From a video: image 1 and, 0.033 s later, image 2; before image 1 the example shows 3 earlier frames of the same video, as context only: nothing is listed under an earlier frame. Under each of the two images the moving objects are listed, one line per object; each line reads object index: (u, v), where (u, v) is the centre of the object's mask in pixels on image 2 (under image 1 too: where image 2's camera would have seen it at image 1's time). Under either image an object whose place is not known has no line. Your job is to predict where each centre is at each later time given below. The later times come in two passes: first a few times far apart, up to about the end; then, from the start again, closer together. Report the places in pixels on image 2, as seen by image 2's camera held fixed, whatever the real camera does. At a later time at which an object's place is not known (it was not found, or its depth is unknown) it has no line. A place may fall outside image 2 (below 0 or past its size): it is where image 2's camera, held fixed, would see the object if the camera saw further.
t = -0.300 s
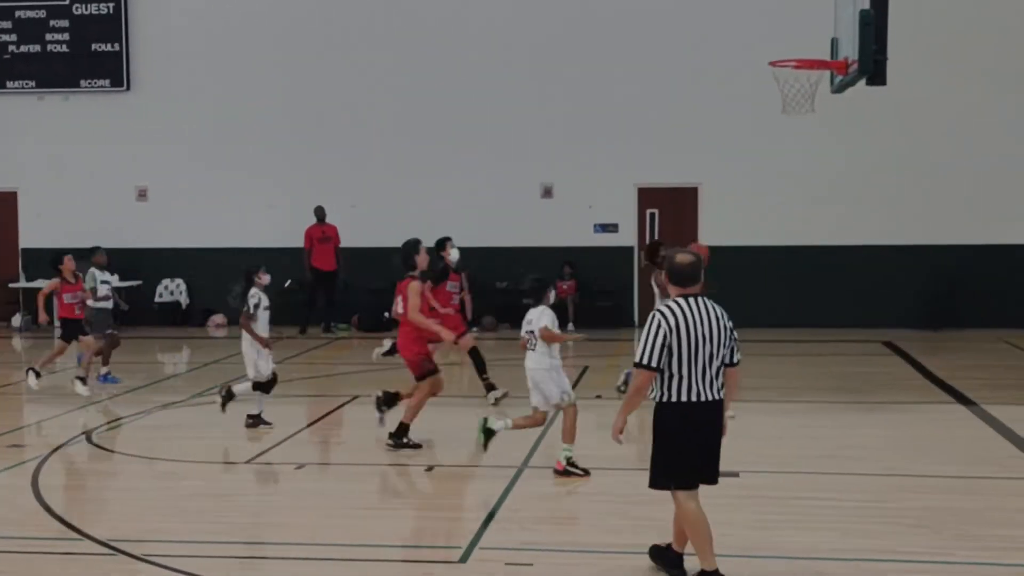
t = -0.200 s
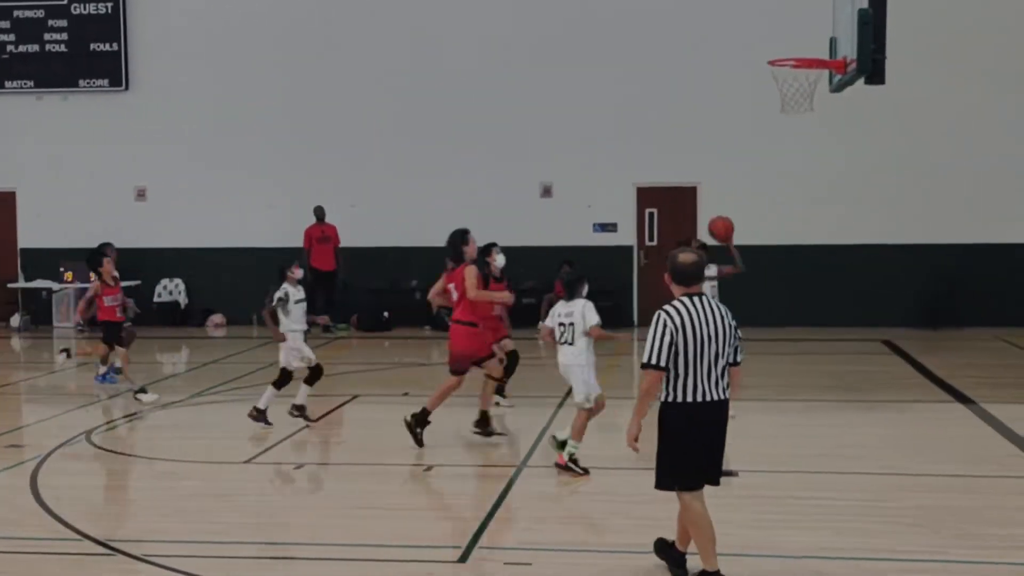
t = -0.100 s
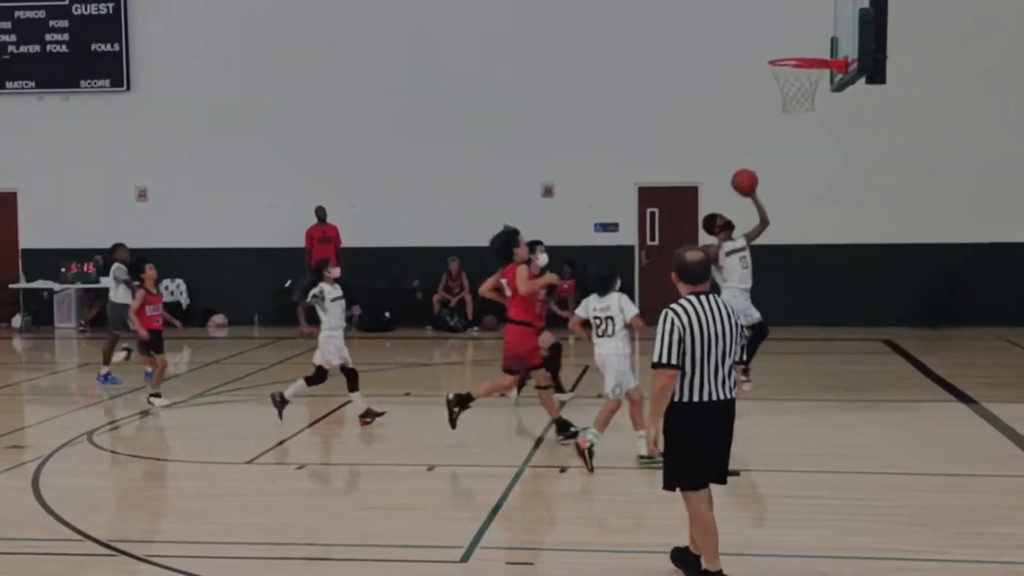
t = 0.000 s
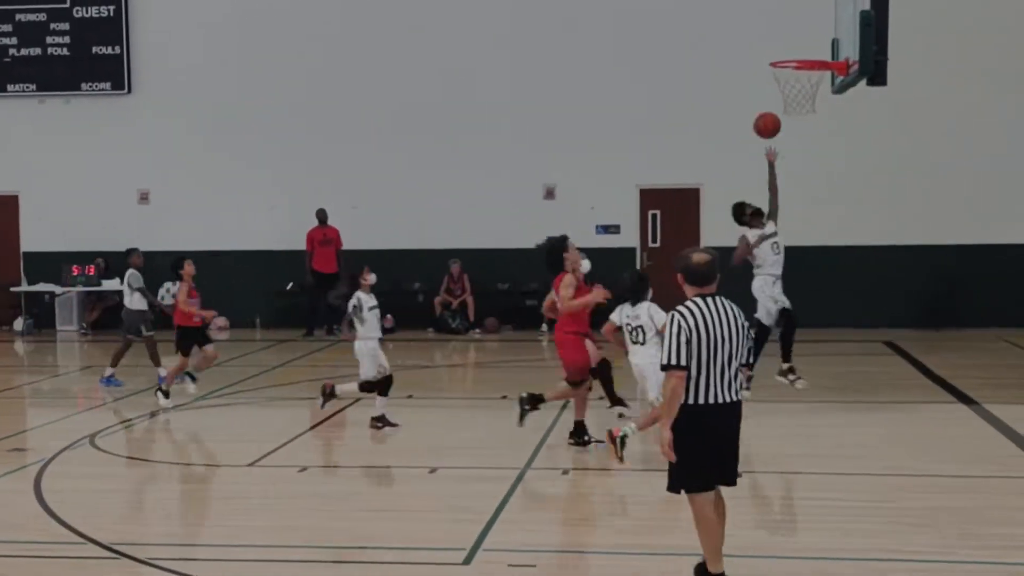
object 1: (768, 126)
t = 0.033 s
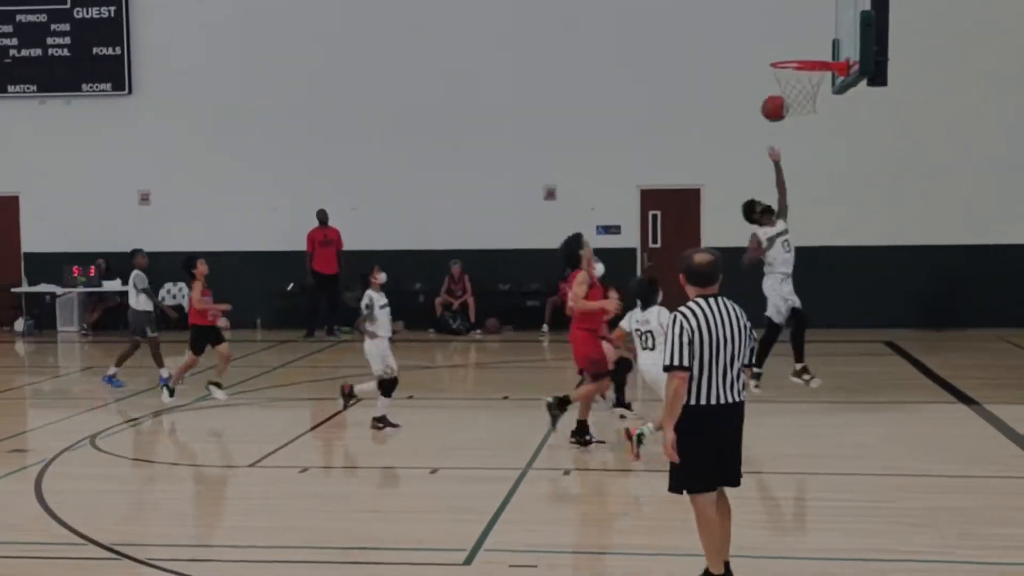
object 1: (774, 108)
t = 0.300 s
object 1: (825, 14)
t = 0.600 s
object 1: (771, 37)
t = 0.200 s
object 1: (812, 39)
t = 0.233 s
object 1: (819, 28)
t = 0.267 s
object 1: (827, 19)
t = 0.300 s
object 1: (825, 14)
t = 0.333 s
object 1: (819, 11)
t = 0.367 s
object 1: (813, 10)
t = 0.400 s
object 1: (807, 10)
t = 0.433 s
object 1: (801, 12)
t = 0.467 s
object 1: (796, 14)
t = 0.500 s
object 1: (789, 18)
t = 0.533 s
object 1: (783, 23)
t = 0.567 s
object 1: (777, 29)
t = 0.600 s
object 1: (771, 37)
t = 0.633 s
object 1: (765, 46)
